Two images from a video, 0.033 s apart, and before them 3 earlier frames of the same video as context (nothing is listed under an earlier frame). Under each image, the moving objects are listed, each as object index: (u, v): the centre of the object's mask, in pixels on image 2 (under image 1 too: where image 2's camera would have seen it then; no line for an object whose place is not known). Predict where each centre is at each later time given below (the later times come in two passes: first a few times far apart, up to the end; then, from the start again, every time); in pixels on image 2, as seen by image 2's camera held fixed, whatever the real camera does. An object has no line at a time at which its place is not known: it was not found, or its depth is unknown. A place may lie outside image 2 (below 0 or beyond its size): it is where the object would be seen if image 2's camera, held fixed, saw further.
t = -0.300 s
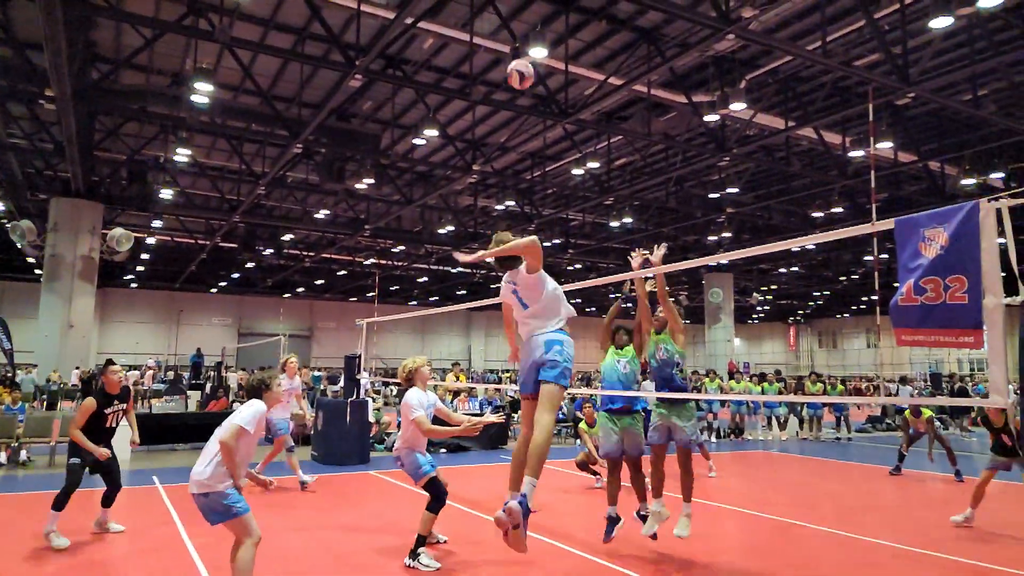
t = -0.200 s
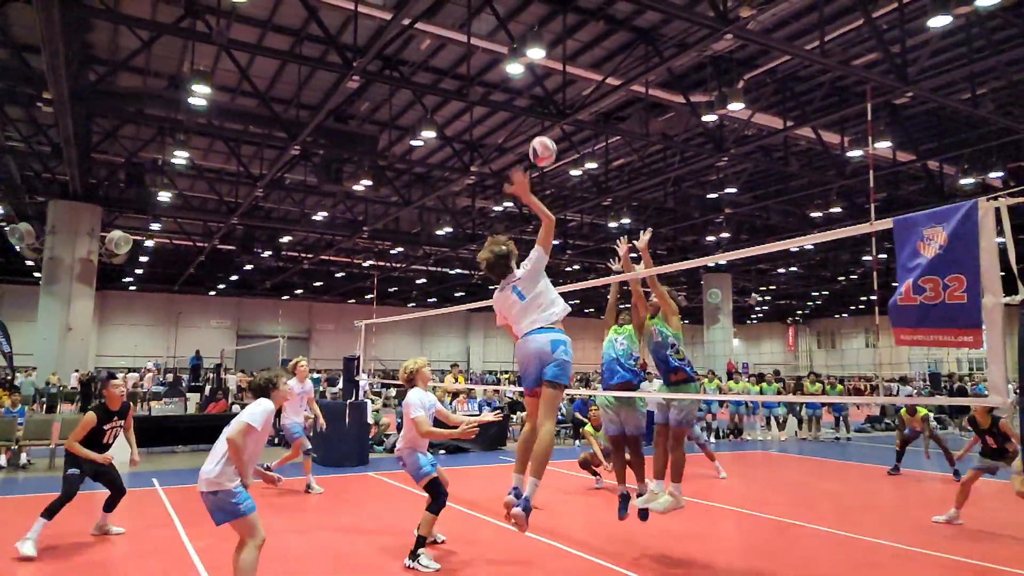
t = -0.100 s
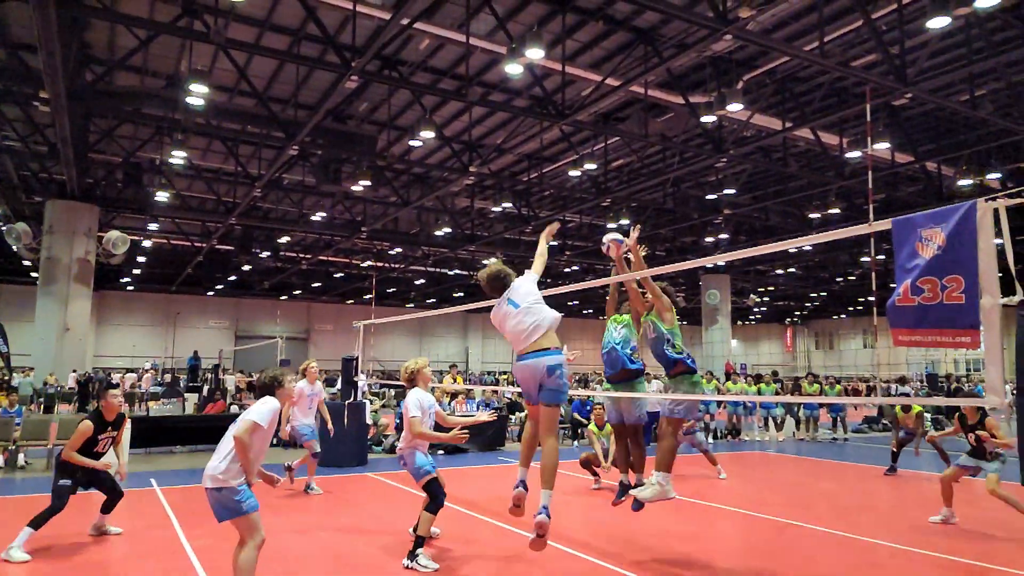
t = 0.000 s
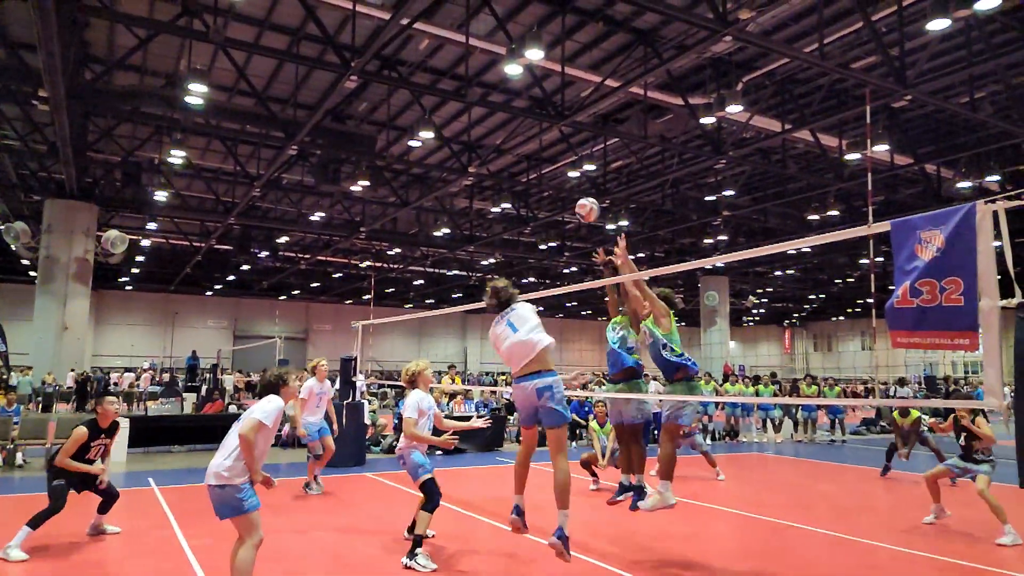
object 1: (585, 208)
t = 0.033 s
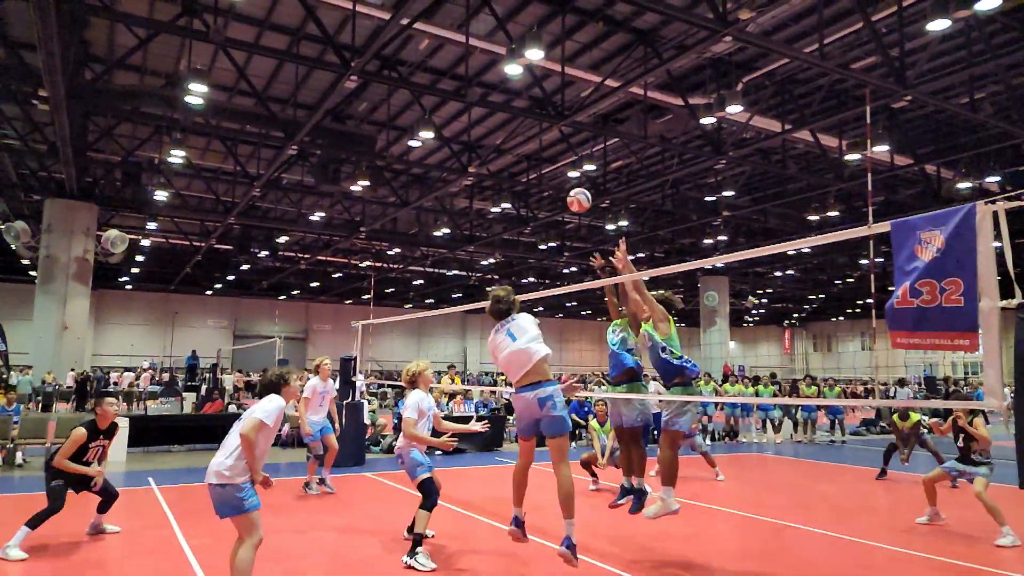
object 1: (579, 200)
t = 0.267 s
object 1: (519, 167)
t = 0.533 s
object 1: (449, 202)
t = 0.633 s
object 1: (419, 243)
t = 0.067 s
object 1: (571, 192)
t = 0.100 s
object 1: (562, 185)
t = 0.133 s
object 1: (554, 179)
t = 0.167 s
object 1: (546, 174)
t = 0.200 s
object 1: (536, 168)
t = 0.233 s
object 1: (526, 166)
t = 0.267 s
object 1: (519, 167)
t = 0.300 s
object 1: (510, 167)
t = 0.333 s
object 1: (502, 168)
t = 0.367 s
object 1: (493, 171)
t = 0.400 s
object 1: (485, 174)
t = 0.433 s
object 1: (475, 177)
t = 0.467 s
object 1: (465, 183)
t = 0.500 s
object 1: (458, 193)
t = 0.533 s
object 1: (449, 202)
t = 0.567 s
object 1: (440, 213)
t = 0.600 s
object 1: (431, 224)
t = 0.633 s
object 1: (419, 243)
